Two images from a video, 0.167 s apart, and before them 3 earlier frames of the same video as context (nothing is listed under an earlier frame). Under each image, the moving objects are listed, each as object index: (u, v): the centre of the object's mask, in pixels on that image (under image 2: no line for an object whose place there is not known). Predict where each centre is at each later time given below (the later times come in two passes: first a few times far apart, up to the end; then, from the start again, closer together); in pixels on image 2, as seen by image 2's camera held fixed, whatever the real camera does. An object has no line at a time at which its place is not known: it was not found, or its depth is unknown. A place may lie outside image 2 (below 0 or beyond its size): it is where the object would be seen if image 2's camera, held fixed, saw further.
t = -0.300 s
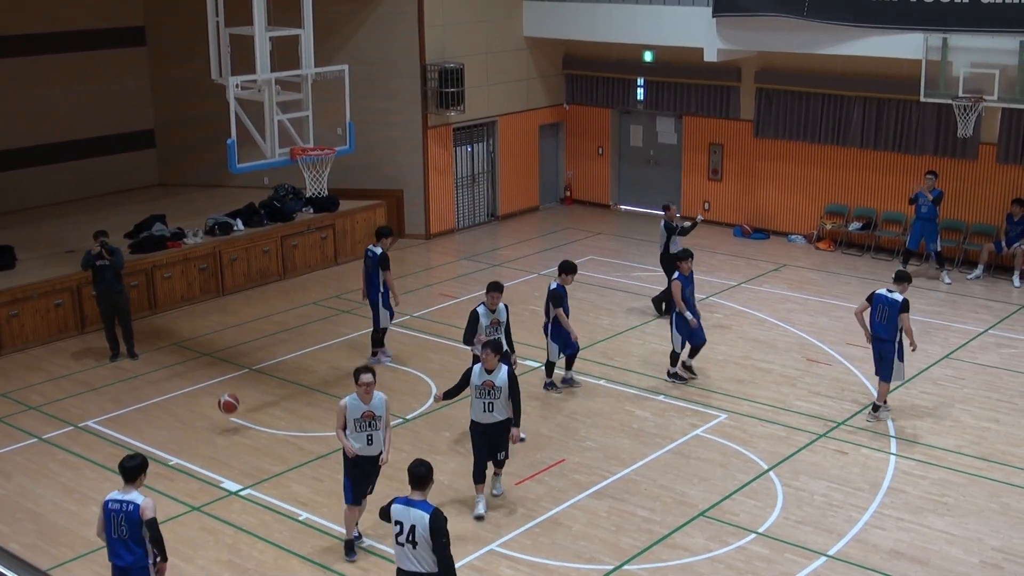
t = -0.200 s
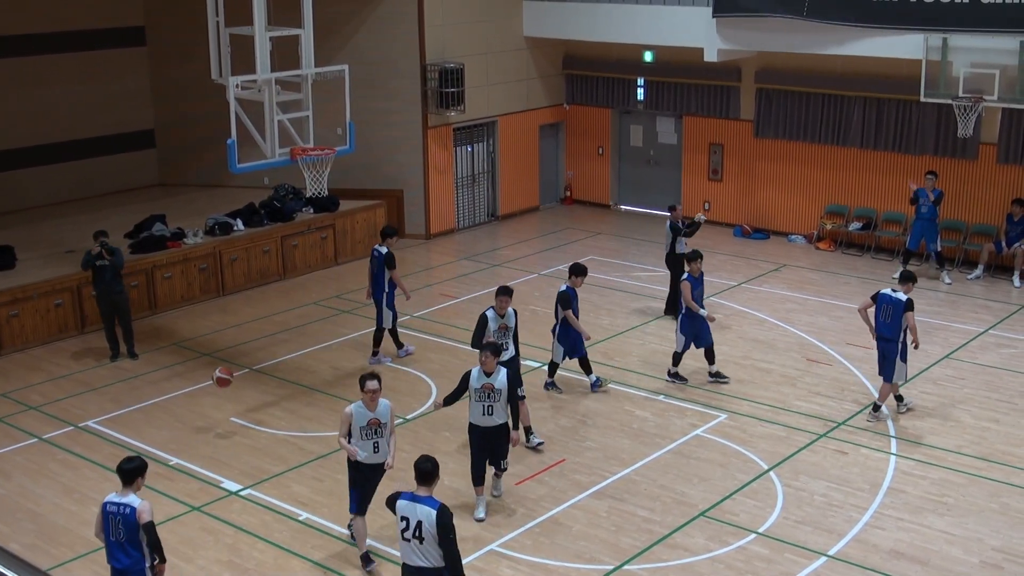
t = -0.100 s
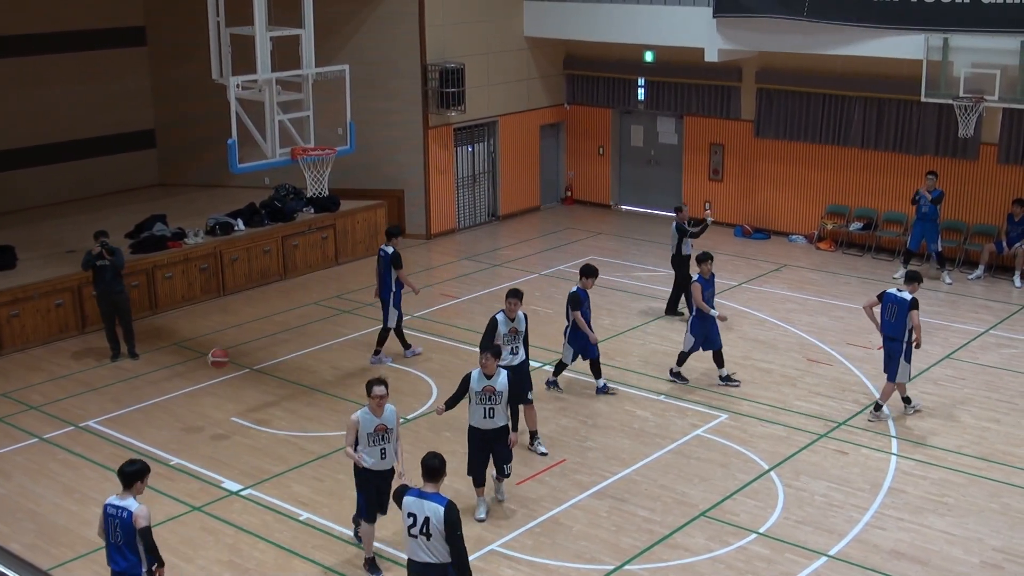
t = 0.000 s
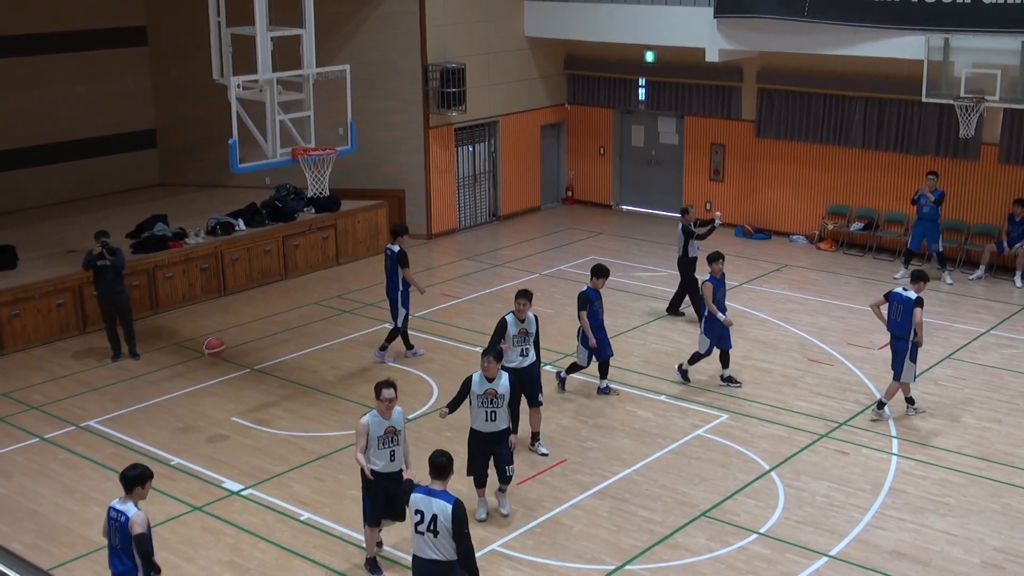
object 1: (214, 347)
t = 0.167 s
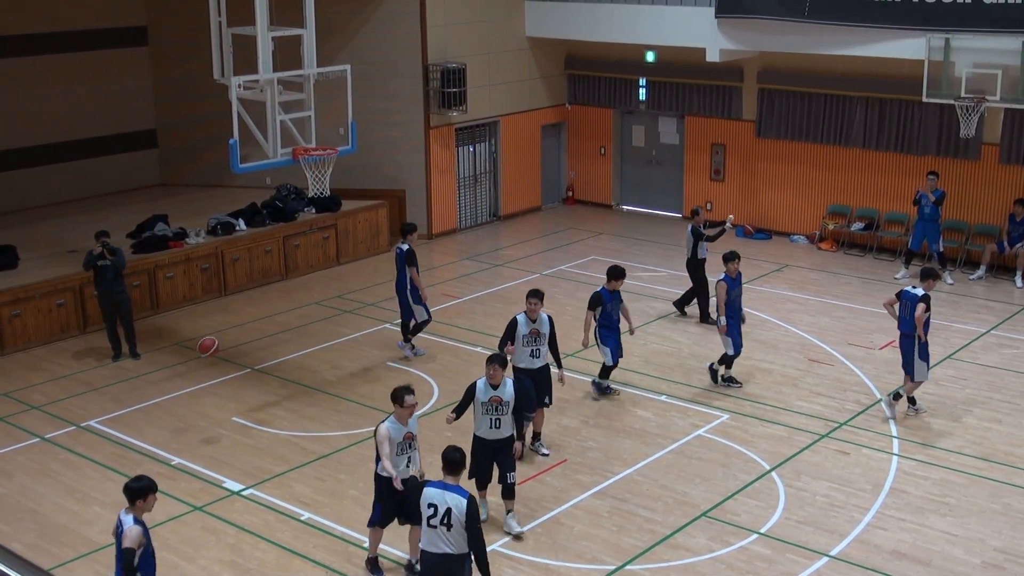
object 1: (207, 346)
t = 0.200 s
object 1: (207, 349)
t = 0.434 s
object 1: (201, 393)
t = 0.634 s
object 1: (195, 416)
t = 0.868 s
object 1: (182, 392)
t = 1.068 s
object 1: (173, 407)
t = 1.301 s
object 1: (165, 428)
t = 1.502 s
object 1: (154, 417)
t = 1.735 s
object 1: (145, 448)
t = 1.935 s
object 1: (136, 433)
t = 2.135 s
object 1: (130, 451)
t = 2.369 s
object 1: (119, 446)
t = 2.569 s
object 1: (110, 452)
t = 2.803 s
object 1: (101, 456)
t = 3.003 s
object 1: (93, 460)
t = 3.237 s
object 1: (83, 465)
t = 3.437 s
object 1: (76, 467)
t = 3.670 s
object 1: (67, 469)
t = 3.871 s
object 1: (60, 471)
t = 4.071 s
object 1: (52, 474)
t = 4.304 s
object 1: (42, 476)
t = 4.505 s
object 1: (35, 478)
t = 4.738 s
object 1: (27, 480)
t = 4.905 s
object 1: (21, 482)
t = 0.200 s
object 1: (207, 349)
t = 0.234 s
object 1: (205, 352)
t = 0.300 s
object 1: (204, 363)
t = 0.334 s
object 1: (203, 369)
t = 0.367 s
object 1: (203, 376)
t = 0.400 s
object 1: (202, 384)
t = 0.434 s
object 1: (201, 393)
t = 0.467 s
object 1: (201, 403)
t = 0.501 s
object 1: (200, 413)
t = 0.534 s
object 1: (200, 425)
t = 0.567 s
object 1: (199, 431)
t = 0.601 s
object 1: (197, 422)
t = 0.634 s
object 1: (195, 416)
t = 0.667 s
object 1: (193, 410)
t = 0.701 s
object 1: (191, 404)
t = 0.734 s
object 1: (189, 400)
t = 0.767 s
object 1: (187, 397)
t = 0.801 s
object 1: (185, 394)
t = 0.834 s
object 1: (183, 393)
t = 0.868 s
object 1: (182, 392)
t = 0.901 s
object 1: (180, 392)
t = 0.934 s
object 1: (178, 393)
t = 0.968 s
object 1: (177, 395)
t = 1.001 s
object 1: (176, 398)
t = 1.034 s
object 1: (175, 402)
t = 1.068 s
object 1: (173, 407)
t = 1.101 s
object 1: (172, 413)
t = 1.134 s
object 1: (171, 419)
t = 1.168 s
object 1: (170, 426)
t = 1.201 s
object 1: (170, 436)
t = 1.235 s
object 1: (168, 440)
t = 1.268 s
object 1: (166, 433)
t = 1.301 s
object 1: (165, 428)
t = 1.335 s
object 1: (163, 424)
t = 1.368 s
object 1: (161, 421)
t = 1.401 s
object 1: (159, 419)
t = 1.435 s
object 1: (156, 417)
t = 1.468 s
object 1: (155, 417)
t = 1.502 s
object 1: (154, 417)
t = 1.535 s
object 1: (152, 419)
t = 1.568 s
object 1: (151, 421)
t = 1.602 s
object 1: (150, 424)
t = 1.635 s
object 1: (148, 429)
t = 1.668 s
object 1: (147, 434)
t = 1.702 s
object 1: (146, 441)
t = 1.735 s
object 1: (145, 448)
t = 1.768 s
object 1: (144, 443)
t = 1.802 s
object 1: (142, 439)
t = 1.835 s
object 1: (141, 436)
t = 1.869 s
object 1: (139, 434)
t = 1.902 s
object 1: (138, 433)
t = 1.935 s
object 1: (136, 433)
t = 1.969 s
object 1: (135, 433)
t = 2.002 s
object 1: (134, 435)
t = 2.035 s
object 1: (133, 437)
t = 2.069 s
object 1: (132, 441)
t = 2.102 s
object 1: (131, 446)
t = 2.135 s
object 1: (130, 451)
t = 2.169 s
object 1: (128, 449)
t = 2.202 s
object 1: (126, 447)
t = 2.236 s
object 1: (125, 444)
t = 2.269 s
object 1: (123, 443)
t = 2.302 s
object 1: (122, 443)
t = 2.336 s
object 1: (120, 444)
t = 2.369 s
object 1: (119, 446)
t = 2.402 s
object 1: (118, 449)
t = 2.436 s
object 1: (117, 453)
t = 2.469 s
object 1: (115, 455)
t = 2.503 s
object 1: (113, 453)
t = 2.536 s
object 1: (112, 452)
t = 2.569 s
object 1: (110, 452)
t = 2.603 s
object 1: (108, 452)
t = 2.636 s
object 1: (107, 453)
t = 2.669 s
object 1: (106, 455)
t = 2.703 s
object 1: (105, 458)
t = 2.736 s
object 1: (104, 458)
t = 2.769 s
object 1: (102, 456)
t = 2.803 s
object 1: (101, 456)
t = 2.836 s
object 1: (100, 456)
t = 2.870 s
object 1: (99, 457)
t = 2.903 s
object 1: (97, 460)
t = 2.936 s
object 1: (96, 460)
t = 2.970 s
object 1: (94, 460)
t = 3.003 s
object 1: (93, 460)
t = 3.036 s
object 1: (91, 460)
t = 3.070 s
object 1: (90, 462)
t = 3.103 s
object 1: (89, 462)
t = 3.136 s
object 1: (87, 462)
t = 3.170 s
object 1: (86, 462)
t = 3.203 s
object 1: (85, 464)
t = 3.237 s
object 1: (83, 465)
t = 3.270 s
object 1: (82, 465)
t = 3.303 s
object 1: (81, 465)
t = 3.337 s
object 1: (80, 466)
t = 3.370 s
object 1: (79, 466)
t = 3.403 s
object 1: (77, 467)
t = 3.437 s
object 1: (76, 467)
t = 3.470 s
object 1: (75, 468)
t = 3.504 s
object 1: (73, 468)
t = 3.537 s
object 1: (72, 468)
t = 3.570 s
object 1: (71, 468)
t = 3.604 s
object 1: (70, 469)
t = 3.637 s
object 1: (69, 469)
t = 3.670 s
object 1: (67, 469)
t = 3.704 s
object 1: (66, 470)
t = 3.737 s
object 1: (65, 470)
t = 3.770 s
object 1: (64, 470)
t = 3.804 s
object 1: (62, 470)
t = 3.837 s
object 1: (61, 471)
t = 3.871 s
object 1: (60, 471)
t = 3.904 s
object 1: (58, 472)
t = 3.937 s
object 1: (58, 472)
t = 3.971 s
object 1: (56, 472)
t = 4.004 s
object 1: (55, 473)
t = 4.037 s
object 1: (54, 473)
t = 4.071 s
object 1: (52, 474)
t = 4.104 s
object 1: (51, 474)
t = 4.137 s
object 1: (49, 474)
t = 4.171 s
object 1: (48, 475)
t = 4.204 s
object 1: (47, 475)
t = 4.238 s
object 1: (45, 475)
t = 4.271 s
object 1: (44, 476)
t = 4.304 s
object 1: (42, 476)
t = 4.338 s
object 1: (41, 476)
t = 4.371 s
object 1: (40, 477)
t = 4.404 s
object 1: (38, 477)
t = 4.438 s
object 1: (37, 477)
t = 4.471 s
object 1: (36, 477)
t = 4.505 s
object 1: (35, 478)
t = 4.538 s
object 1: (34, 478)
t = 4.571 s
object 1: (33, 478)
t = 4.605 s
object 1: (32, 479)
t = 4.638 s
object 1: (30, 479)
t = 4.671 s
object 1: (29, 480)
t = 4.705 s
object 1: (28, 480)
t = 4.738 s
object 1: (27, 480)
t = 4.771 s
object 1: (26, 480)
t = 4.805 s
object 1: (24, 481)
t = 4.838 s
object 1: (23, 481)
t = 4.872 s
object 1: (22, 481)
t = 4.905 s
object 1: (21, 482)
